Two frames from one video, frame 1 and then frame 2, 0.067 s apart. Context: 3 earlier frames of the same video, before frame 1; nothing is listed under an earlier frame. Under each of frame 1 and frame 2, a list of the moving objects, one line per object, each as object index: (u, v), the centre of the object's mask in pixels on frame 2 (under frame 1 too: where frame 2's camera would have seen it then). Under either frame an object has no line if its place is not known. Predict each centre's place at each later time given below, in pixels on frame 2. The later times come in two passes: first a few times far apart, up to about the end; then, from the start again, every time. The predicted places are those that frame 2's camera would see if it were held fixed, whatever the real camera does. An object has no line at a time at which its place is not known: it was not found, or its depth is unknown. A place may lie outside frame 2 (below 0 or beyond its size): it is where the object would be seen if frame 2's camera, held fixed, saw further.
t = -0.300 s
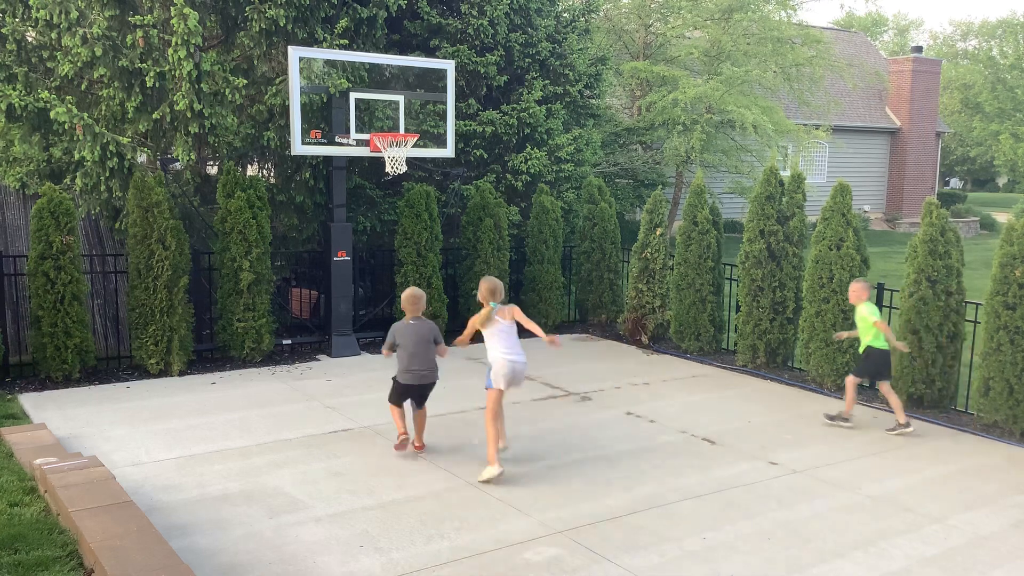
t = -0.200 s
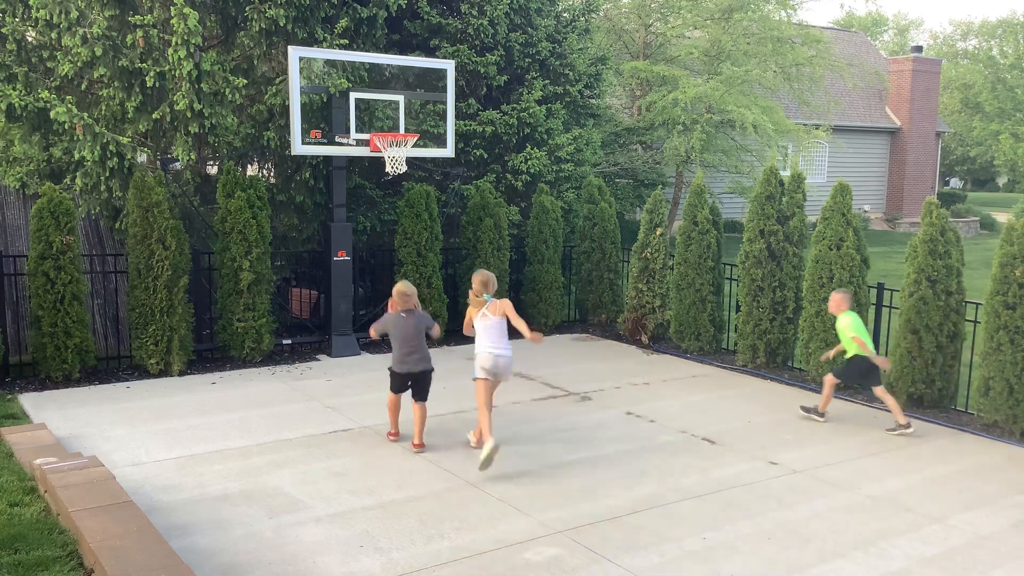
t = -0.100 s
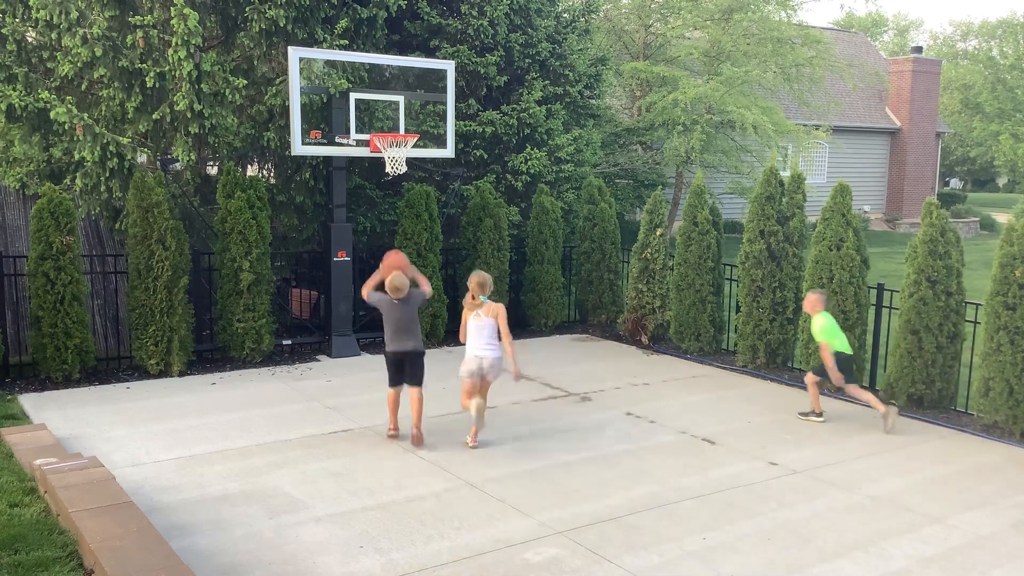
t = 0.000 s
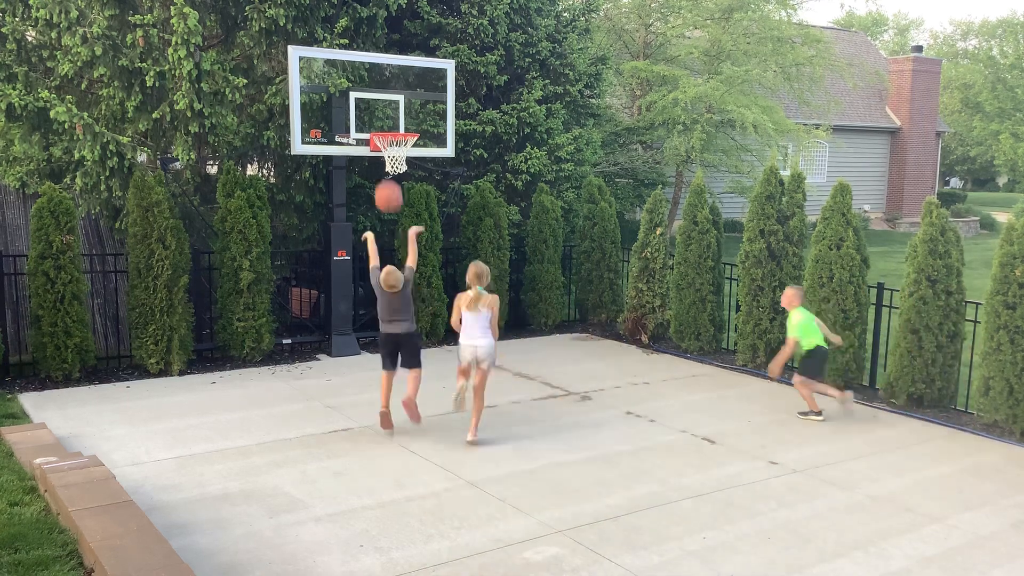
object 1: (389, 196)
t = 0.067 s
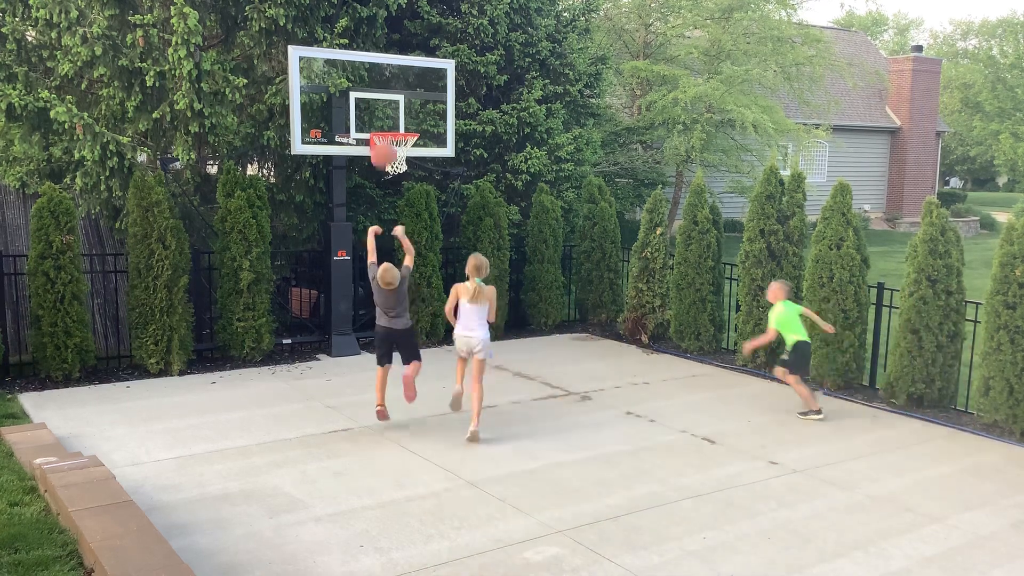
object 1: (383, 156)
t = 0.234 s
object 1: (373, 74)
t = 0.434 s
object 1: (361, 23)
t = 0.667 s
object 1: (350, 24)
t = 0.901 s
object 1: (356, 71)
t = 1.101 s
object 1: (380, 144)
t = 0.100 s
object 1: (381, 132)
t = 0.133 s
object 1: (379, 117)
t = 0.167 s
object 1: (377, 102)
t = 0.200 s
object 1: (375, 85)
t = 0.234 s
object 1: (373, 74)
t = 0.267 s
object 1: (371, 62)
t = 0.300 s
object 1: (369, 51)
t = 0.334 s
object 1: (367, 41)
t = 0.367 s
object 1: (365, 34)
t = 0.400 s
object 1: (363, 29)
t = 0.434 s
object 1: (361, 23)
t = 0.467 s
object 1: (359, 20)
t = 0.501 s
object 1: (358, 17)
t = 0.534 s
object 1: (356, 17)
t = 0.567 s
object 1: (355, 17)
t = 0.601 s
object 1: (353, 18)
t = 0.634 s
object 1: (351, 21)
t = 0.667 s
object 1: (350, 24)
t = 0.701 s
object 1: (349, 28)
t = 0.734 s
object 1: (347, 35)
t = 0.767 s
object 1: (345, 41)
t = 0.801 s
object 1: (344, 49)
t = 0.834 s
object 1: (348, 56)
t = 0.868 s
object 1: (352, 63)
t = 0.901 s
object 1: (356, 71)
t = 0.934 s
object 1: (360, 79)
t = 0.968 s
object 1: (363, 90)
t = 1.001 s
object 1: (368, 102)
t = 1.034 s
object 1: (372, 115)
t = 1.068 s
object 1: (375, 129)
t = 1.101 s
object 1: (380, 144)
